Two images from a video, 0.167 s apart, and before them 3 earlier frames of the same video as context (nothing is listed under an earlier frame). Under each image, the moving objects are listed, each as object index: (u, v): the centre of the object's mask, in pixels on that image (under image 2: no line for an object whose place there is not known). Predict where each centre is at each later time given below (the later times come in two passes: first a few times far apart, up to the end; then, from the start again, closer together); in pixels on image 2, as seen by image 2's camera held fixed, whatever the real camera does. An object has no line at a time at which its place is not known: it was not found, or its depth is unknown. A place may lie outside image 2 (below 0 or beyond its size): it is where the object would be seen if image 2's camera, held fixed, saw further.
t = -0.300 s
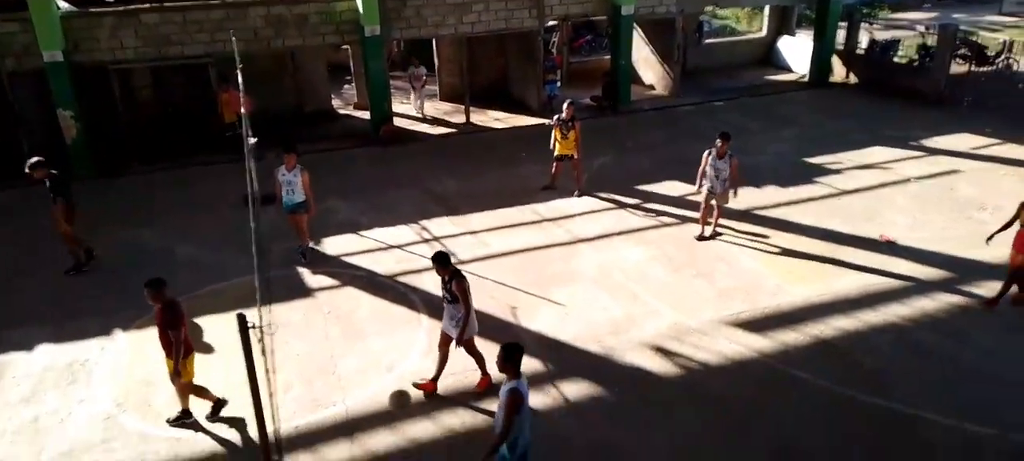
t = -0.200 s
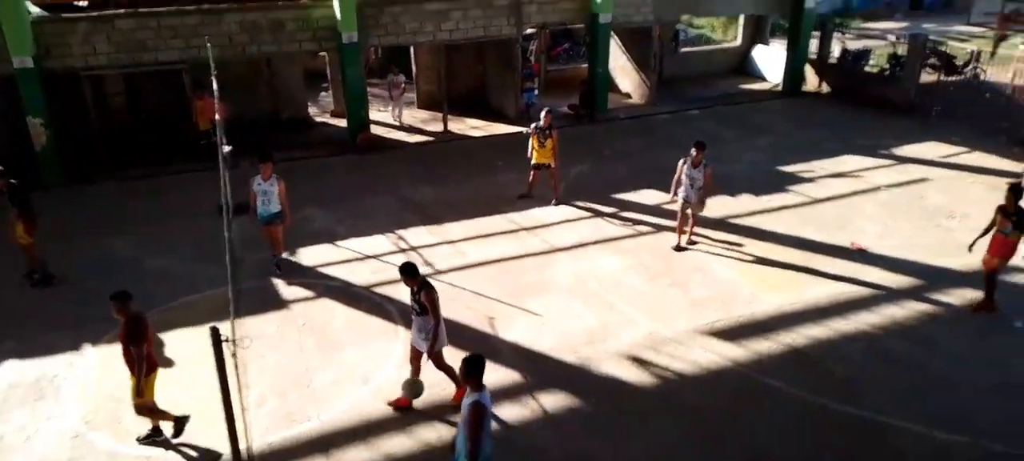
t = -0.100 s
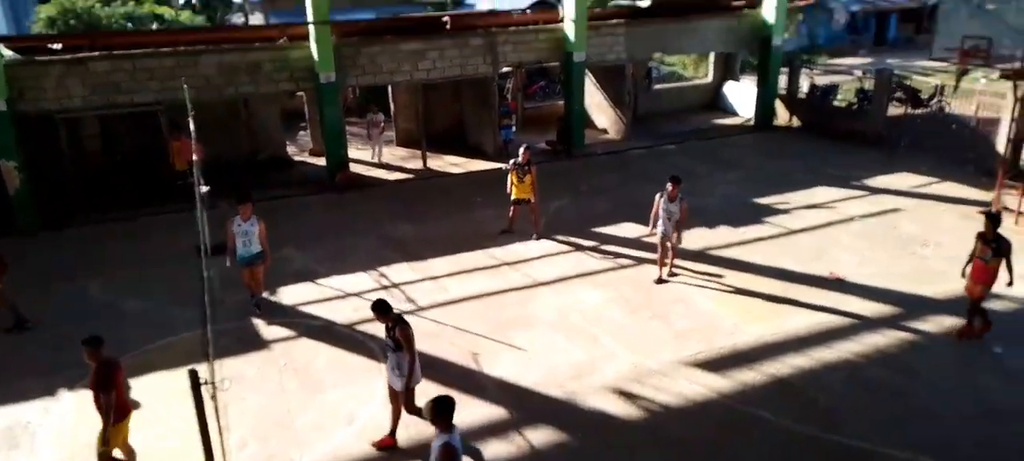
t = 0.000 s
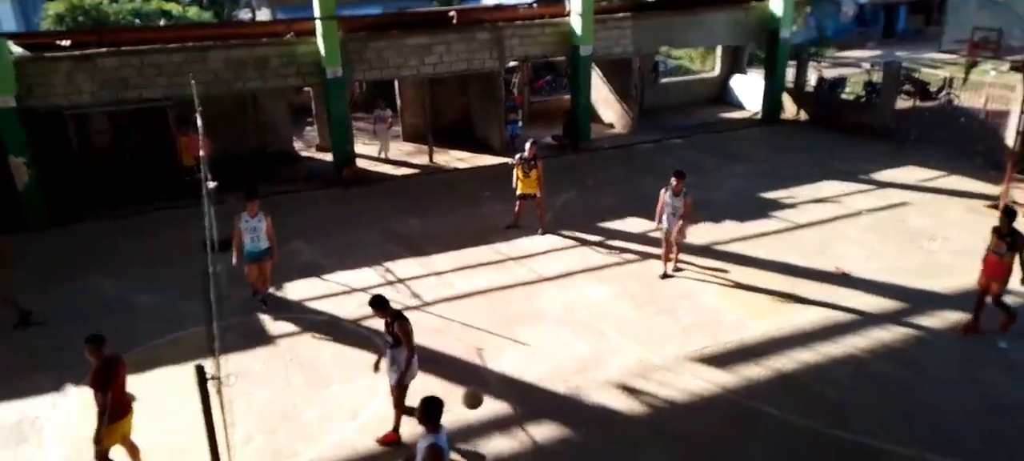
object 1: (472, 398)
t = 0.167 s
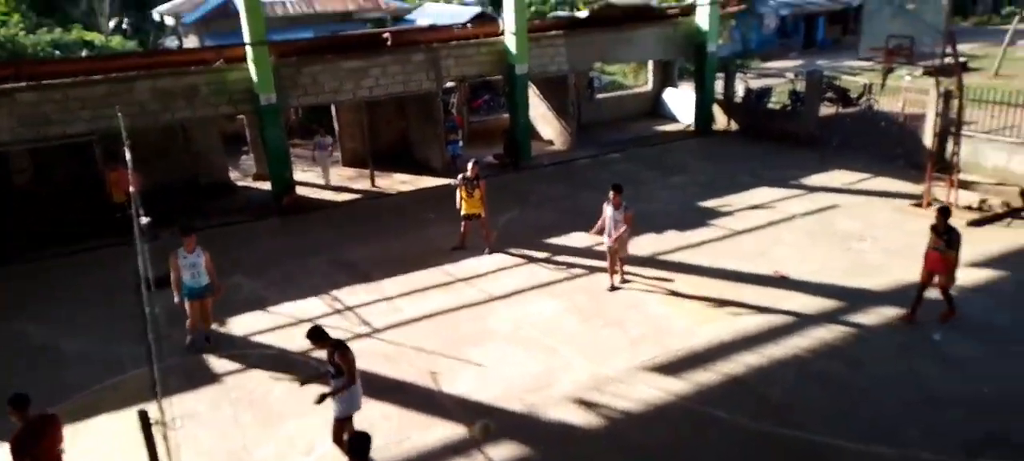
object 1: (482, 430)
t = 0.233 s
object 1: (503, 443)
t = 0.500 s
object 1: (571, 401)
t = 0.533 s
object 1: (578, 395)
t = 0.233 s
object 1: (503, 443)
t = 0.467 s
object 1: (562, 410)
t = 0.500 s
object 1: (571, 401)
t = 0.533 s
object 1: (578, 395)
